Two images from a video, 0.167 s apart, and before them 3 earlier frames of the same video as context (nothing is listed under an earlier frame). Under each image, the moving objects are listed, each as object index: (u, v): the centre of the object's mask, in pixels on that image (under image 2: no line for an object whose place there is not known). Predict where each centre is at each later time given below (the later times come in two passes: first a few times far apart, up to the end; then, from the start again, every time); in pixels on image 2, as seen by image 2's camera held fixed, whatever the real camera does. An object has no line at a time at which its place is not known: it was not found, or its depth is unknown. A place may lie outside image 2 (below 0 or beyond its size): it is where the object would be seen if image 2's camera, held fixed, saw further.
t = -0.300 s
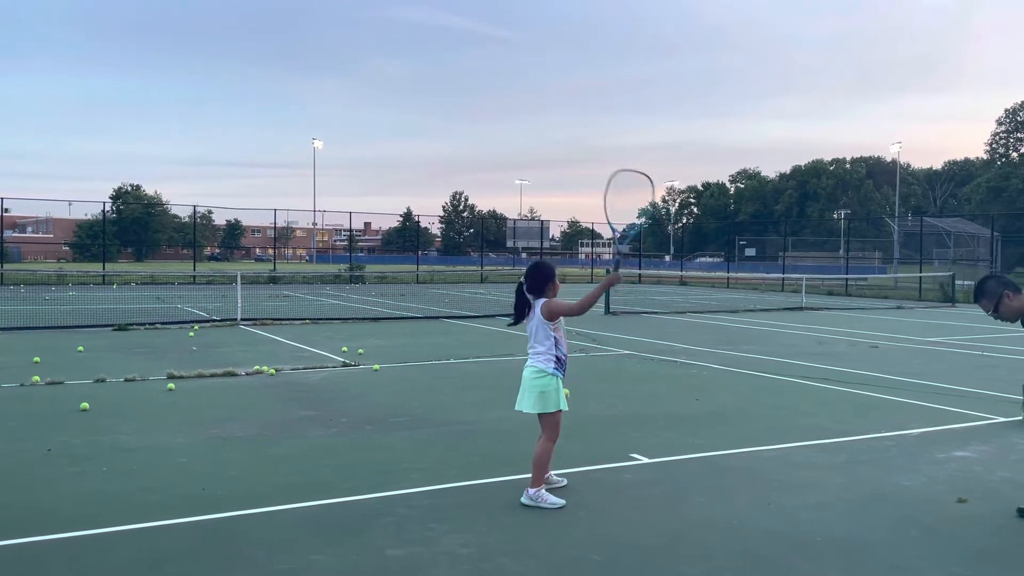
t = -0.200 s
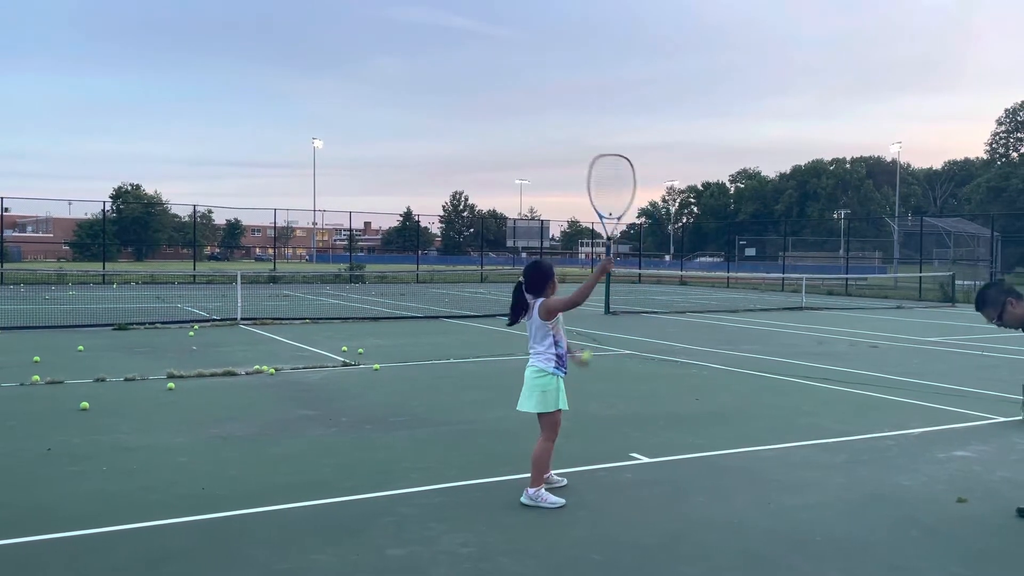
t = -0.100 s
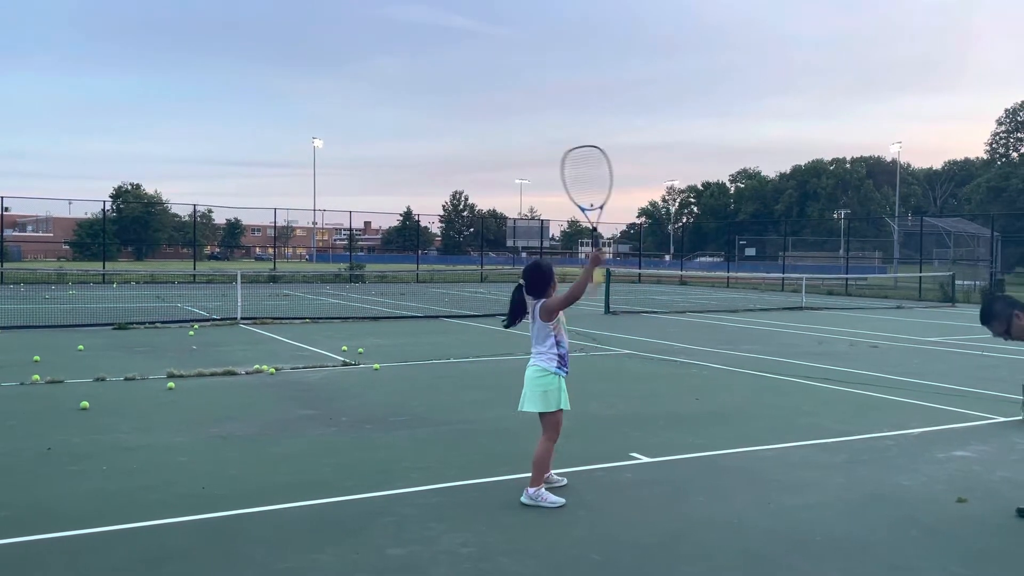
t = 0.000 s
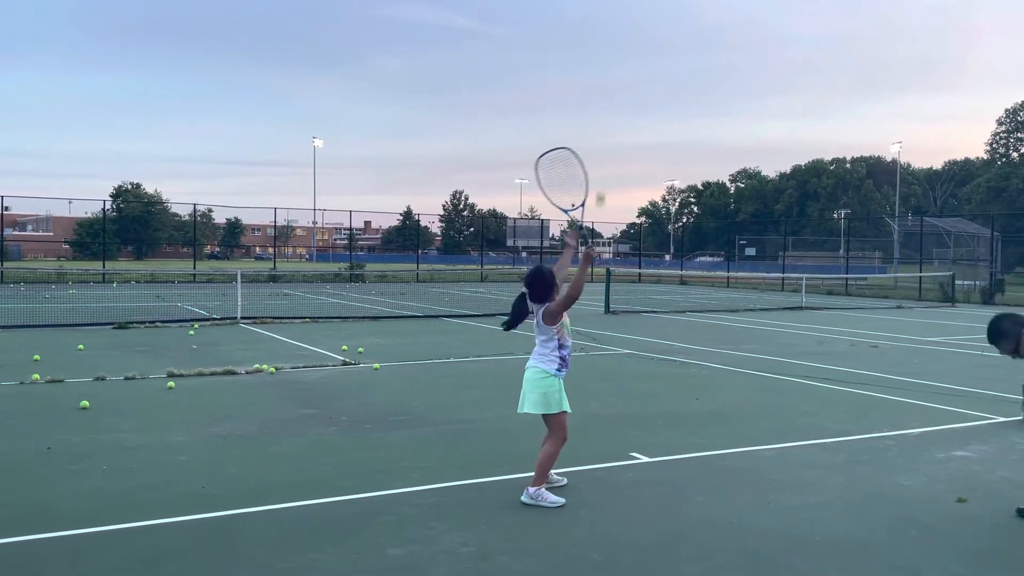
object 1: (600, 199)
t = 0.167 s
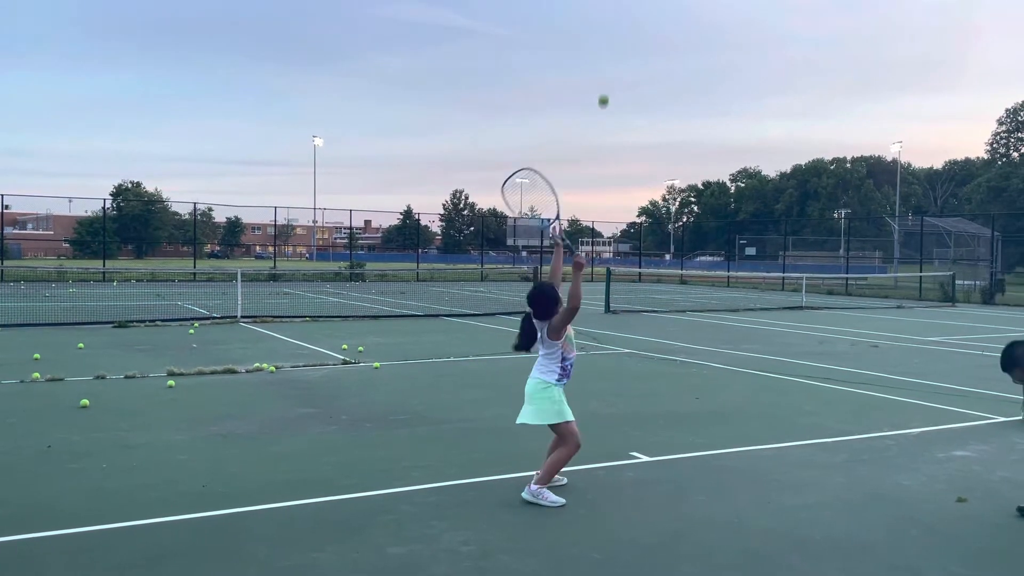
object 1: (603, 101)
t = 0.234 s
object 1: (604, 75)
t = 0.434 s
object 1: (605, 37)
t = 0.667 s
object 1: (605, 75)
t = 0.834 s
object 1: (604, 155)
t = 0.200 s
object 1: (603, 87)
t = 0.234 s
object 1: (604, 75)
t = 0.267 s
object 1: (604, 64)
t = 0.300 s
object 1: (605, 55)
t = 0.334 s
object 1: (605, 48)
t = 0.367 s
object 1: (605, 42)
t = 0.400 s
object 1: (605, 39)
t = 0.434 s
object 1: (605, 37)
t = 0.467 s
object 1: (606, 37)
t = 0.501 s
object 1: (605, 39)
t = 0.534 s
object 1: (605, 43)
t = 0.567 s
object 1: (606, 48)
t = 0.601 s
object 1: (606, 55)
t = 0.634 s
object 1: (605, 64)
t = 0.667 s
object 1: (605, 75)
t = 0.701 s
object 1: (605, 88)
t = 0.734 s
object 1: (605, 102)
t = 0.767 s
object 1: (604, 118)
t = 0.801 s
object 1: (604, 136)
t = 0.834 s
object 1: (604, 155)
